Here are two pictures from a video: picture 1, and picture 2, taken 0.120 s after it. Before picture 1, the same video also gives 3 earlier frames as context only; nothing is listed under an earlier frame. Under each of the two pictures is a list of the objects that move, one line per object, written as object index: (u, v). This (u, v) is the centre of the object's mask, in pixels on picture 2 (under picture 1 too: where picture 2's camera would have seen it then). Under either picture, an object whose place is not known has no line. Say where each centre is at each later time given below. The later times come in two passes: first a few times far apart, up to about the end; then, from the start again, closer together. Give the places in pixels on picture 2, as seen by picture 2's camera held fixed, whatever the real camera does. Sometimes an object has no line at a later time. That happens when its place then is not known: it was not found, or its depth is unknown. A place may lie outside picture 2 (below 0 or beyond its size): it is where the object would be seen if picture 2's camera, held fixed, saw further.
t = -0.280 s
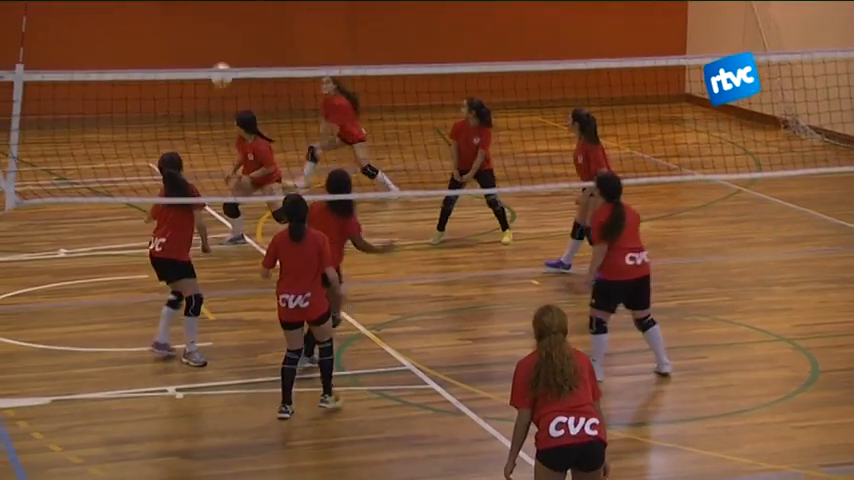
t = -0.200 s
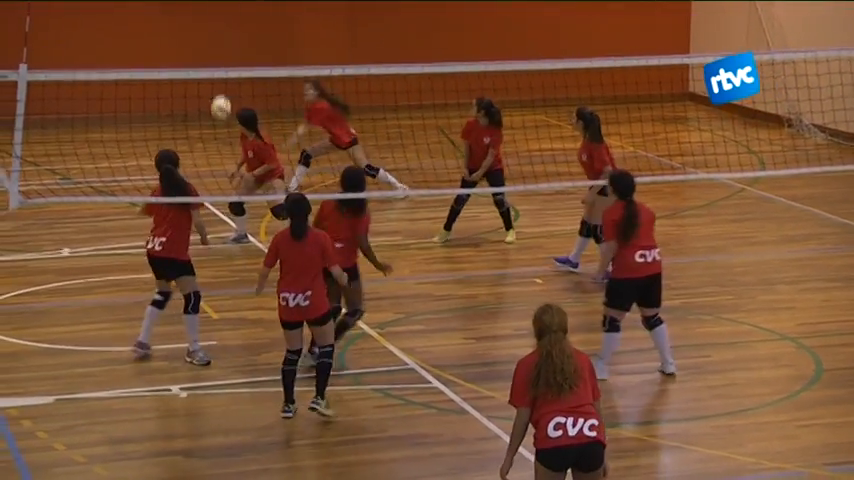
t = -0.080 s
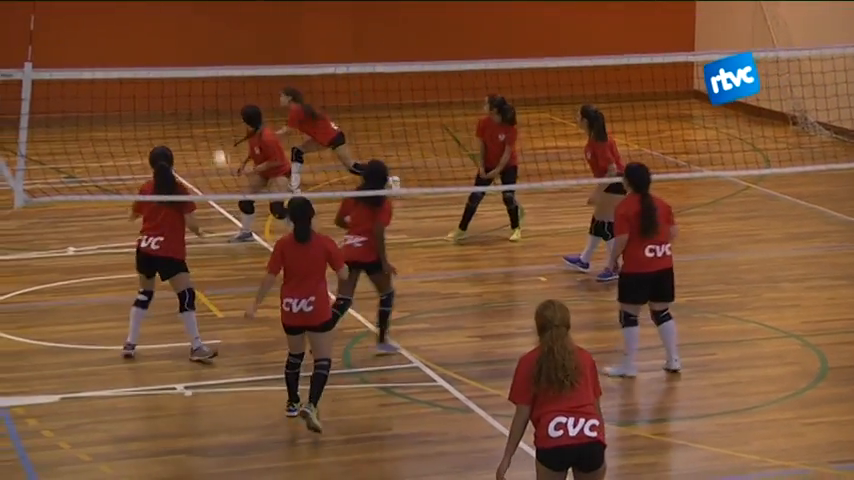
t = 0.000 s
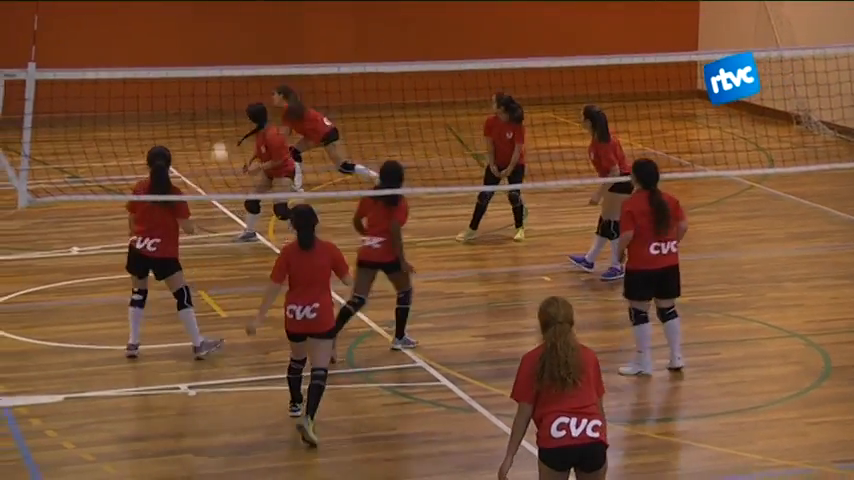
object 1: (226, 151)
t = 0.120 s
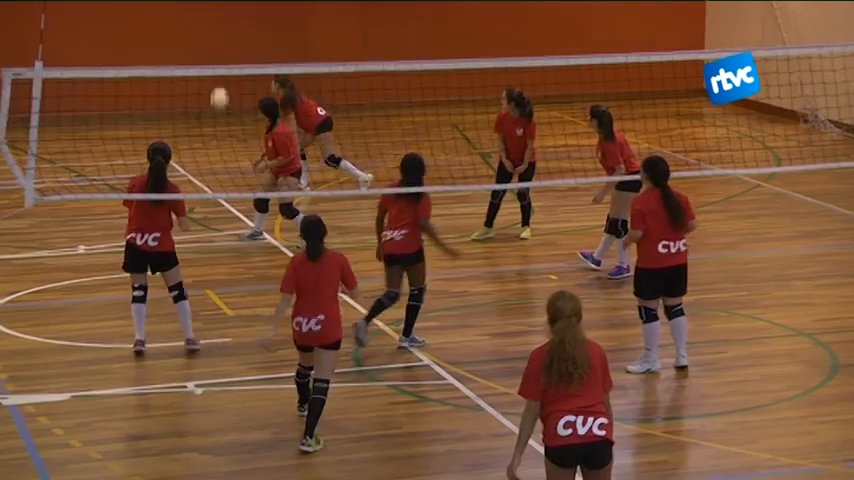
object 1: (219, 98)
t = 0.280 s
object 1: (212, 49)
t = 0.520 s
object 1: (201, 19)
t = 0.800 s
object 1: (194, 46)
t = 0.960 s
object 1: (192, 85)
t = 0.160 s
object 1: (217, 85)
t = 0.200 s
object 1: (215, 63)
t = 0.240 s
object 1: (213, 58)
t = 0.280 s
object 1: (212, 49)
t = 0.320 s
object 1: (210, 41)
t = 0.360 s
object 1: (208, 33)
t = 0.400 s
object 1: (207, 27)
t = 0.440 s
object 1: (205, 23)
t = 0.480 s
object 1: (203, 20)
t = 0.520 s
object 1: (201, 19)
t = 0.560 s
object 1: (200, 19)
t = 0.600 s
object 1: (199, 20)
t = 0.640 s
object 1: (198, 22)
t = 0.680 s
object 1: (197, 26)
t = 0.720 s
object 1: (196, 32)
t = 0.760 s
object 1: (195, 38)
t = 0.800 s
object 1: (194, 46)
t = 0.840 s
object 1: (193, 54)
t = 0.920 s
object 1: (192, 78)
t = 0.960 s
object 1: (192, 85)
